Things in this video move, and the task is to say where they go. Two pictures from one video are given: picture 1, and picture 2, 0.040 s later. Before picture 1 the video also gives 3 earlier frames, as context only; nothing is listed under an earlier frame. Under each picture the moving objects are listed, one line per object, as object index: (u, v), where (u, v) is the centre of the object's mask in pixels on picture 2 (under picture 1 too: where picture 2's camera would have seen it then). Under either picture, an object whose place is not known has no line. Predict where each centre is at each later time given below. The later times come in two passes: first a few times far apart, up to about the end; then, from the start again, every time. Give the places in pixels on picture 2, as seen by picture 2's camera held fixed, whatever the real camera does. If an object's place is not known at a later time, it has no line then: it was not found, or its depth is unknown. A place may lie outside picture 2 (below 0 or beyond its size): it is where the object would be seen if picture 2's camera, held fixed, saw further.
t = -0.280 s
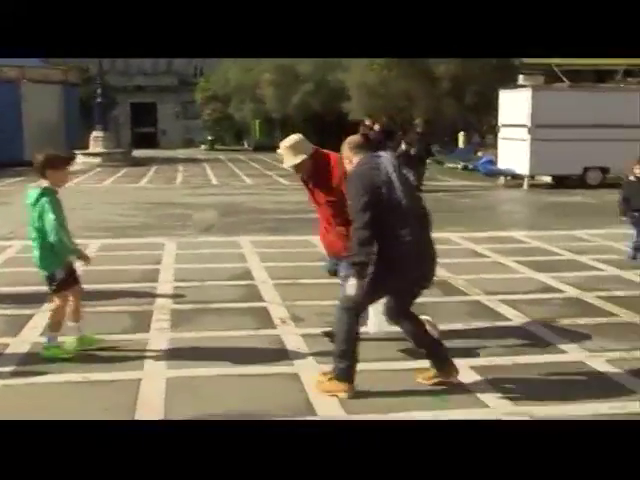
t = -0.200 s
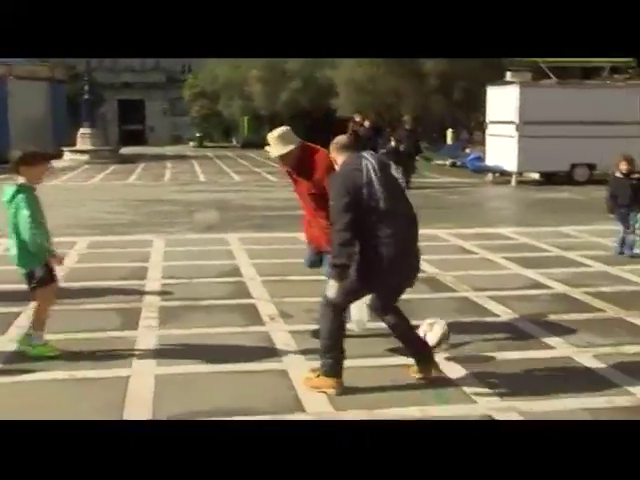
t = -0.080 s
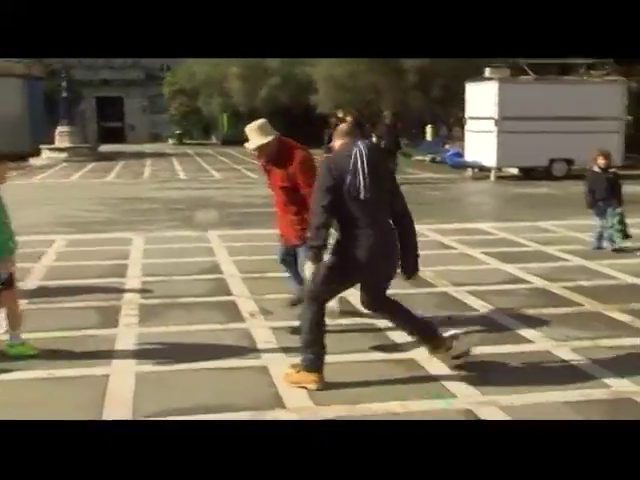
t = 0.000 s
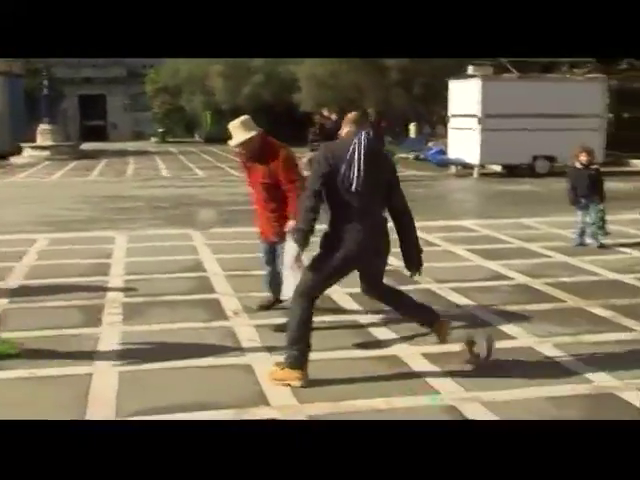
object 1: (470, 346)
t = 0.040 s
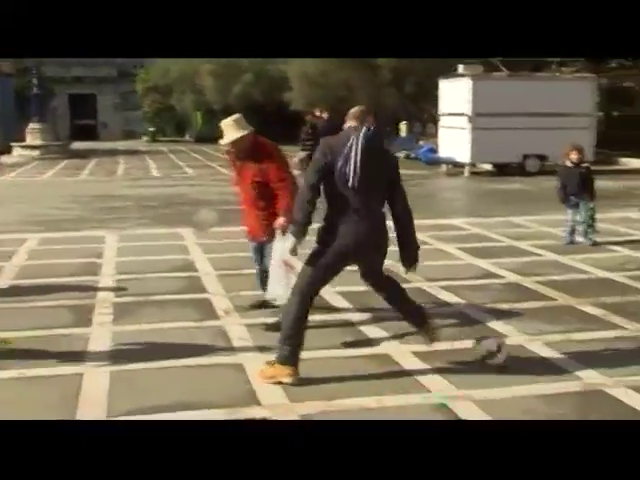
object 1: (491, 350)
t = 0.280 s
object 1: (598, 357)
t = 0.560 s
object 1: (735, 367)
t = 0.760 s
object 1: (837, 376)
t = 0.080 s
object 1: (508, 348)
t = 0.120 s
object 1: (526, 350)
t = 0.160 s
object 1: (545, 353)
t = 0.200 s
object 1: (562, 356)
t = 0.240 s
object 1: (580, 356)
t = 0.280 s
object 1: (598, 357)
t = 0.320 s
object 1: (617, 360)
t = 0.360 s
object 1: (636, 361)
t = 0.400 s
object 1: (655, 362)
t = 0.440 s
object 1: (675, 363)
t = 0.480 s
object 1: (695, 364)
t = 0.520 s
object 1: (715, 366)
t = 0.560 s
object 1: (735, 367)
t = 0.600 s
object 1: (755, 369)
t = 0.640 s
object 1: (776, 371)
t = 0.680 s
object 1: (796, 372)
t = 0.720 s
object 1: (817, 375)
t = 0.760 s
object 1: (837, 376)
